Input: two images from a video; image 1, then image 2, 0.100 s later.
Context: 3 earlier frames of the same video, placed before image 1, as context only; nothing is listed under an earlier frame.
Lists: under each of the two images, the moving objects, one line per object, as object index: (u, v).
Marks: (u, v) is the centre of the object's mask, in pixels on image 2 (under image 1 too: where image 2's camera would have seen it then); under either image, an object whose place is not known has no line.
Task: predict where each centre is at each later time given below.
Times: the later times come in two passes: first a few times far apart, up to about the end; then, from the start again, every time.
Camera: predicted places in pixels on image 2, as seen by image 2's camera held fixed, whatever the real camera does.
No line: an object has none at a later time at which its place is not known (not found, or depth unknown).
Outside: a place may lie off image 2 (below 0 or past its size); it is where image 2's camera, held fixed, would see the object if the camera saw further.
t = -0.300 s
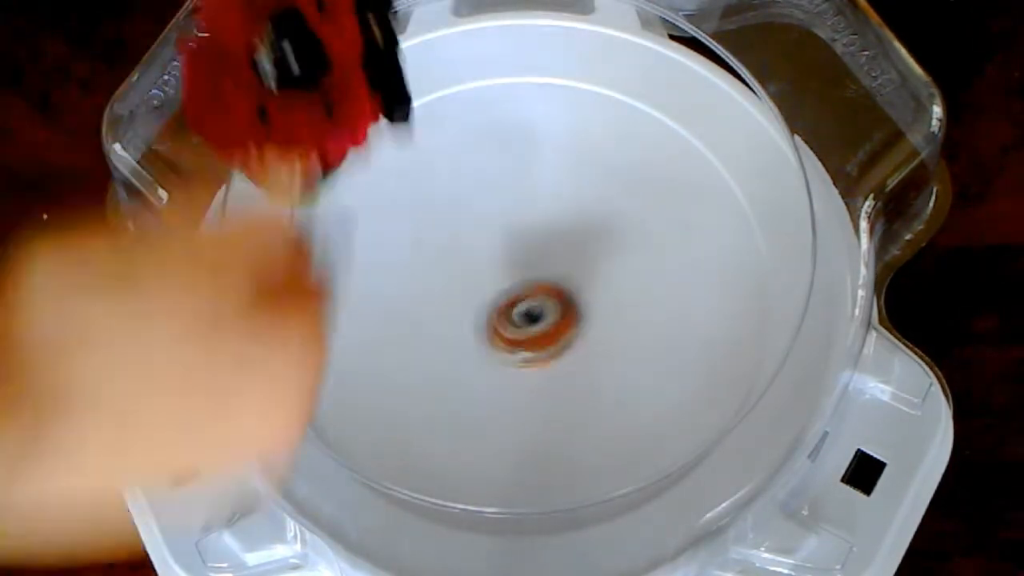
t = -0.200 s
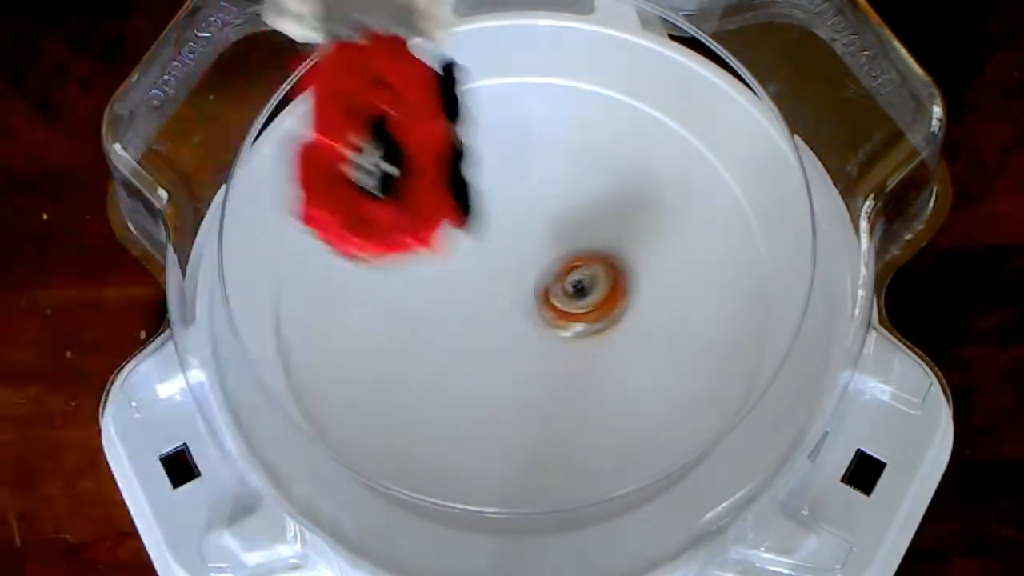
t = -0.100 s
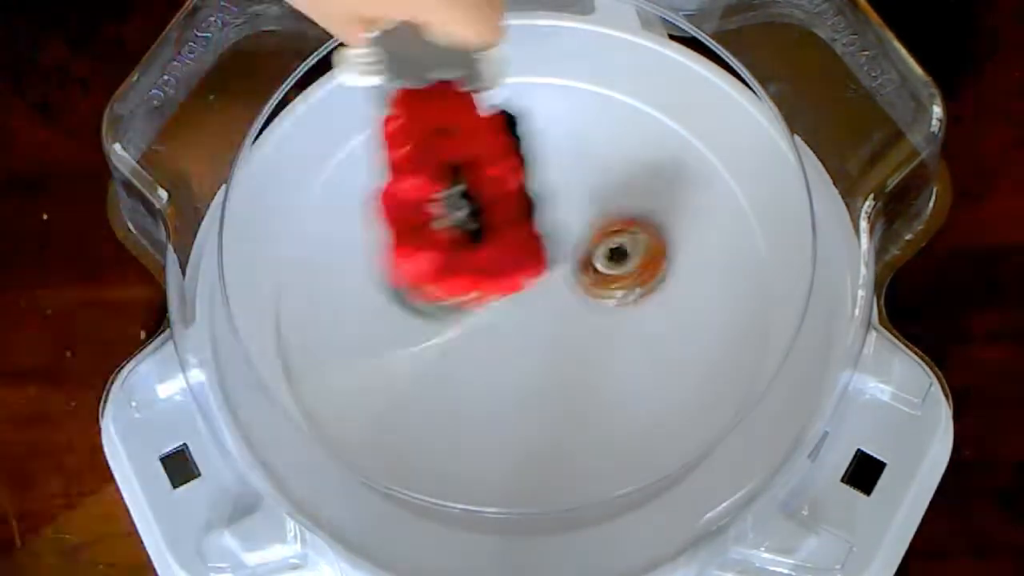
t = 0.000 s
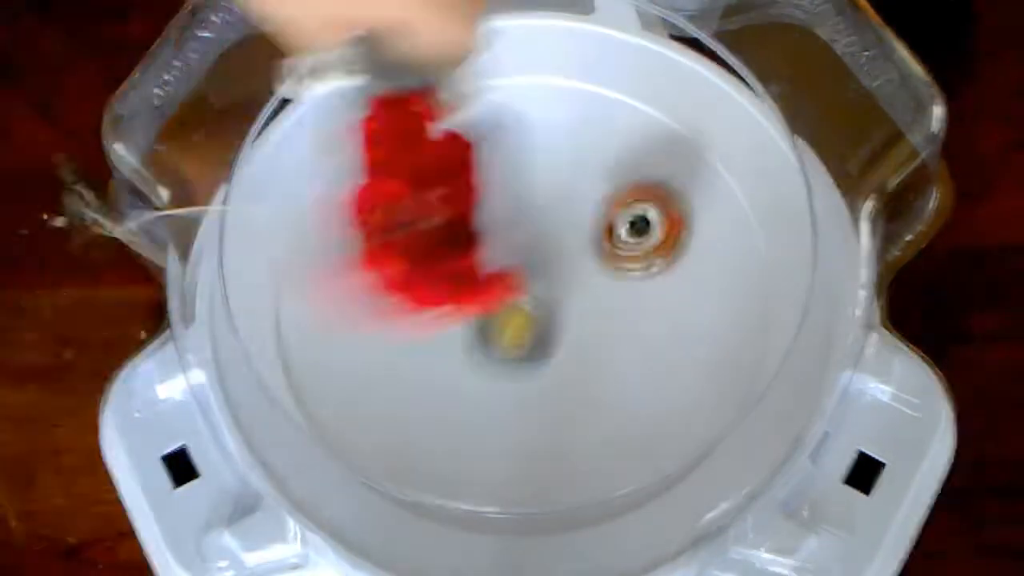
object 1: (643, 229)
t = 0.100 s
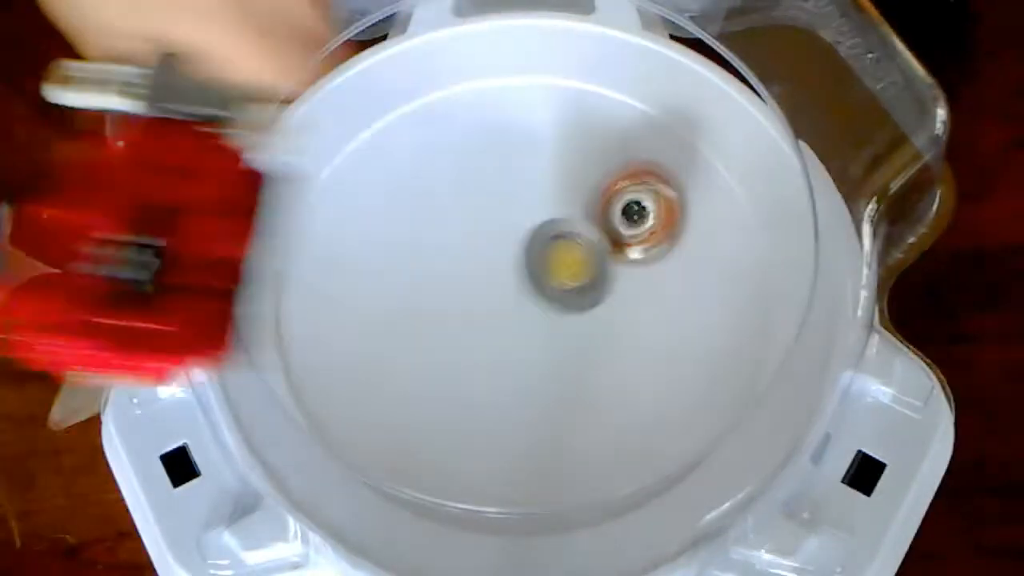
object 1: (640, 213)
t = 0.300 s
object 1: (661, 217)
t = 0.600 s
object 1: (495, 388)
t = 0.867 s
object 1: (511, 475)
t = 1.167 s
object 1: (579, 331)
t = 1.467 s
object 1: (612, 231)
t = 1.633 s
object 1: (575, 207)
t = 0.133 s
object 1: (648, 219)
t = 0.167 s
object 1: (664, 207)
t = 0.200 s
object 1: (678, 205)
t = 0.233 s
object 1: (680, 204)
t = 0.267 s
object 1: (676, 208)
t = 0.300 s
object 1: (661, 217)
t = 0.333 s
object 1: (643, 232)
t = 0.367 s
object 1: (620, 249)
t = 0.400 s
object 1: (597, 269)
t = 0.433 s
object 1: (566, 288)
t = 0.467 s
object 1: (543, 303)
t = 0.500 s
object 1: (513, 319)
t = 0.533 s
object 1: (494, 332)
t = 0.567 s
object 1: (492, 358)
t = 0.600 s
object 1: (495, 388)
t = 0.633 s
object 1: (498, 416)
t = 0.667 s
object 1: (498, 443)
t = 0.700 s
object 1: (503, 461)
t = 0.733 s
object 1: (505, 471)
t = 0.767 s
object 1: (508, 488)
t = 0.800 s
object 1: (510, 491)
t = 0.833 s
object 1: (512, 489)
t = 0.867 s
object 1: (511, 475)
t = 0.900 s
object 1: (512, 467)
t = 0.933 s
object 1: (514, 455)
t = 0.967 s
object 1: (516, 439)
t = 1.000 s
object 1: (523, 422)
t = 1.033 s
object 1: (530, 402)
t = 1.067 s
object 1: (542, 385)
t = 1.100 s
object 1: (551, 365)
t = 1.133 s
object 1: (565, 344)
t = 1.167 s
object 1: (579, 331)
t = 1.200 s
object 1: (595, 327)
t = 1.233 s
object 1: (614, 319)
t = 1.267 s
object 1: (623, 309)
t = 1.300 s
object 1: (630, 297)
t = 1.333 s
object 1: (636, 285)
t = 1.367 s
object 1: (634, 268)
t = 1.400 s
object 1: (628, 254)
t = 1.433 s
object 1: (618, 242)
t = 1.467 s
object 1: (612, 231)
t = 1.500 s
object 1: (611, 224)
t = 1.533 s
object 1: (605, 219)
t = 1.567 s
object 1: (597, 214)
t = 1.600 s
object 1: (585, 211)
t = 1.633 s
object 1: (575, 207)
